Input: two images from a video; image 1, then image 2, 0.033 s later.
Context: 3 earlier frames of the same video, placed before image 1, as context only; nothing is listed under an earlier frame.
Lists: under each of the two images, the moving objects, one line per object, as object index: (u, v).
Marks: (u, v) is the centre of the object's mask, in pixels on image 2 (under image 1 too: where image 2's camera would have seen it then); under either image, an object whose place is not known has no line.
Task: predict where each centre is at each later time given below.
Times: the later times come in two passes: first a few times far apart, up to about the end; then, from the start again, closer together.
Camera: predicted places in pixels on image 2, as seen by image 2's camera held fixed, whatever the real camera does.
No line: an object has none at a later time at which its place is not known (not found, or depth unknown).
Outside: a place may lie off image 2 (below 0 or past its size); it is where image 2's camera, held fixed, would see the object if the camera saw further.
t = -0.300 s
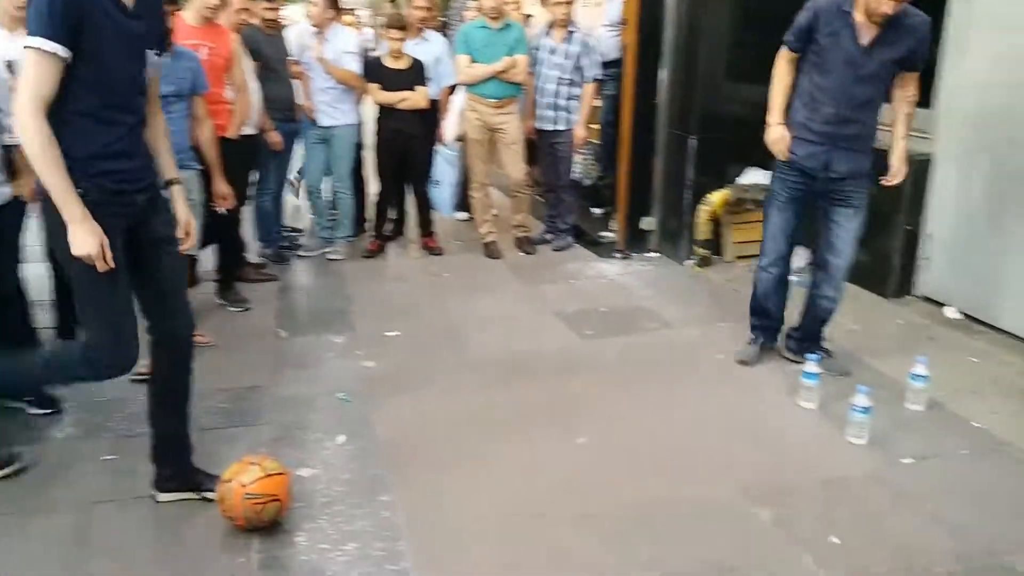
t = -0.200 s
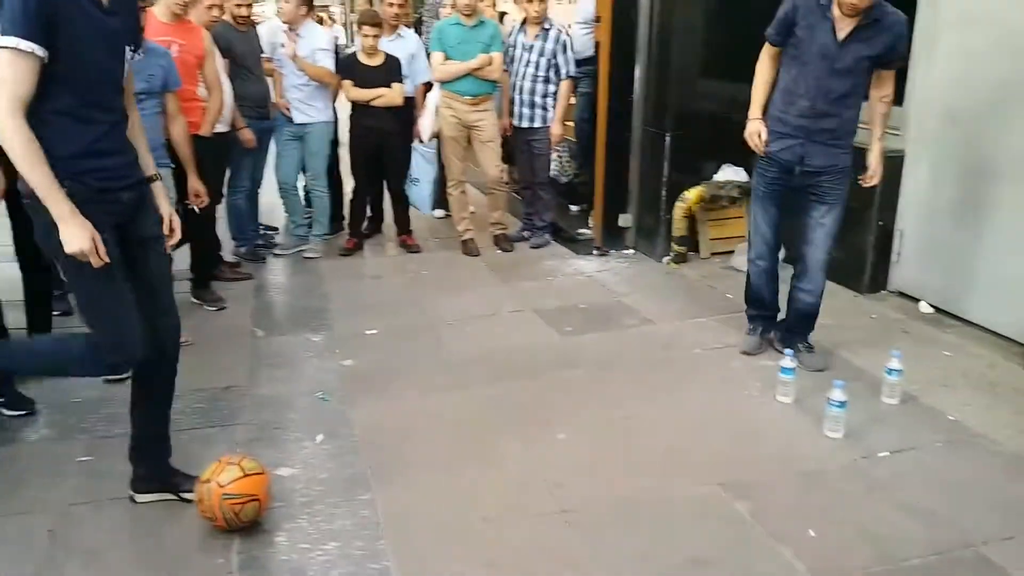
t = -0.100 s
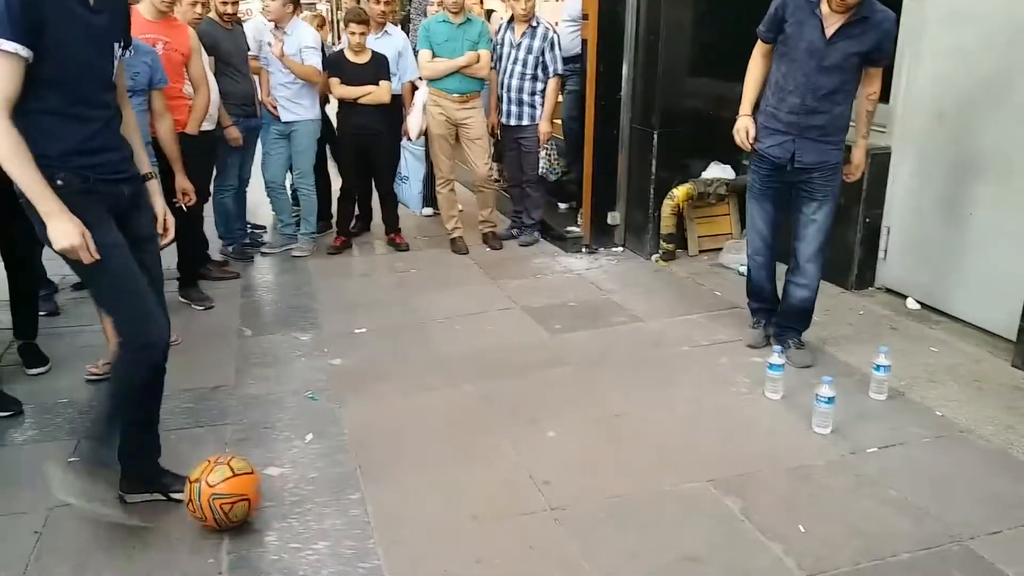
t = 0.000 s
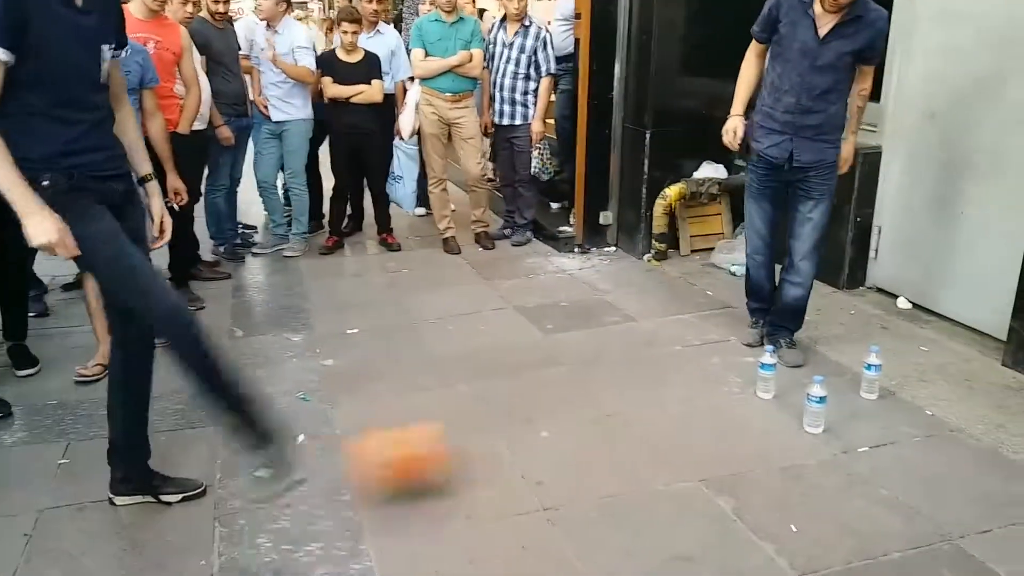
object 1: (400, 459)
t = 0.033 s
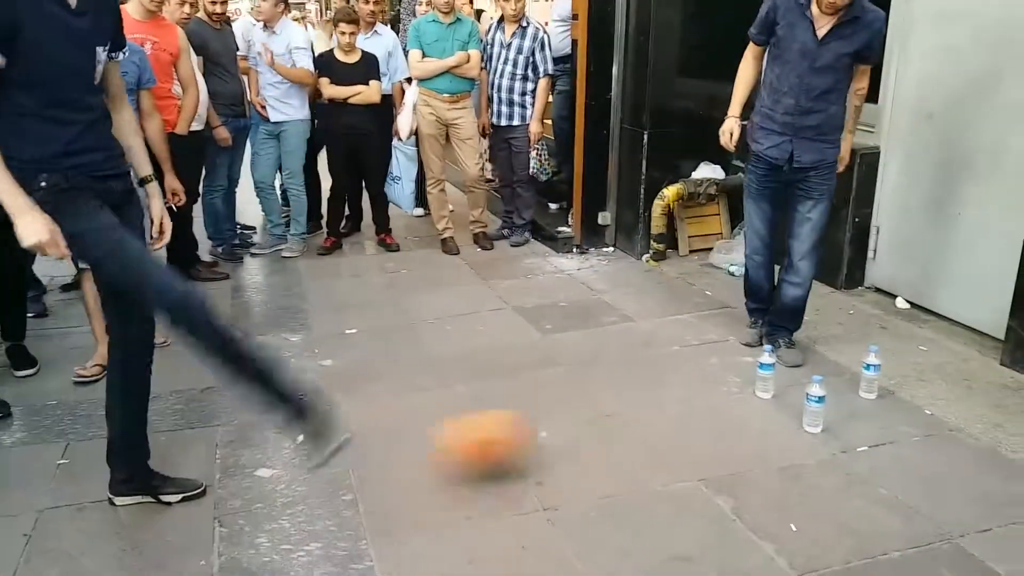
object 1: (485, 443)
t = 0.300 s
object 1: (896, 333)
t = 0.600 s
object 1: (992, 298)
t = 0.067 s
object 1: (558, 429)
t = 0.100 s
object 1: (621, 416)
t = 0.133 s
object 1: (682, 405)
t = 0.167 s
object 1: (739, 394)
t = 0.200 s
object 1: (790, 378)
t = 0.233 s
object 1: (840, 371)
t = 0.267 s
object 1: (869, 356)
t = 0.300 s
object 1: (896, 333)
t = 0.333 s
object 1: (918, 318)
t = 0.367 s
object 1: (940, 303)
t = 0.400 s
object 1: (963, 292)
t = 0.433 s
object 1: (986, 282)
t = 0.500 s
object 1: (1006, 272)
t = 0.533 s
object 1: (1003, 277)
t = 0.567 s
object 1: (998, 287)
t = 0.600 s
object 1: (992, 298)
